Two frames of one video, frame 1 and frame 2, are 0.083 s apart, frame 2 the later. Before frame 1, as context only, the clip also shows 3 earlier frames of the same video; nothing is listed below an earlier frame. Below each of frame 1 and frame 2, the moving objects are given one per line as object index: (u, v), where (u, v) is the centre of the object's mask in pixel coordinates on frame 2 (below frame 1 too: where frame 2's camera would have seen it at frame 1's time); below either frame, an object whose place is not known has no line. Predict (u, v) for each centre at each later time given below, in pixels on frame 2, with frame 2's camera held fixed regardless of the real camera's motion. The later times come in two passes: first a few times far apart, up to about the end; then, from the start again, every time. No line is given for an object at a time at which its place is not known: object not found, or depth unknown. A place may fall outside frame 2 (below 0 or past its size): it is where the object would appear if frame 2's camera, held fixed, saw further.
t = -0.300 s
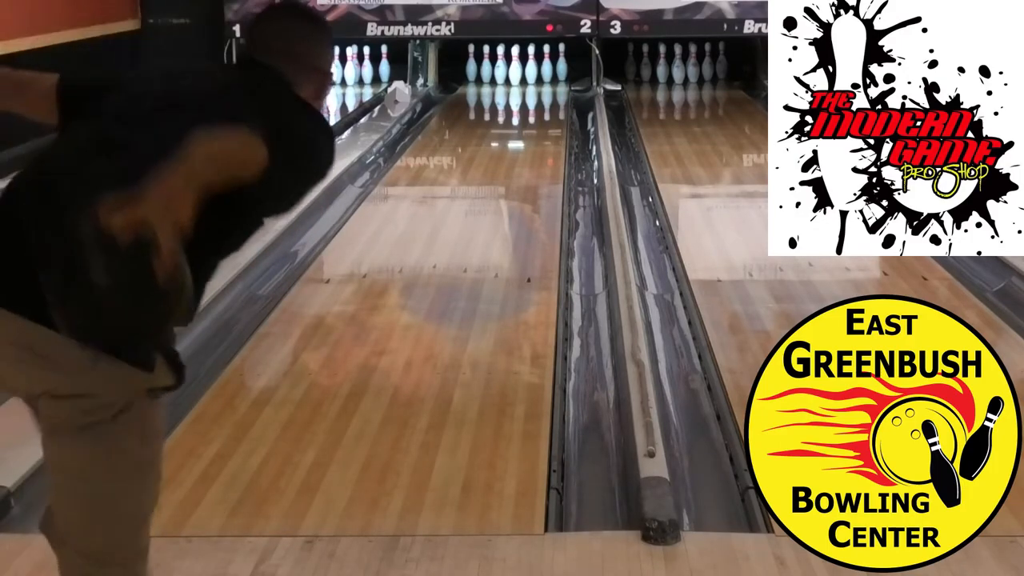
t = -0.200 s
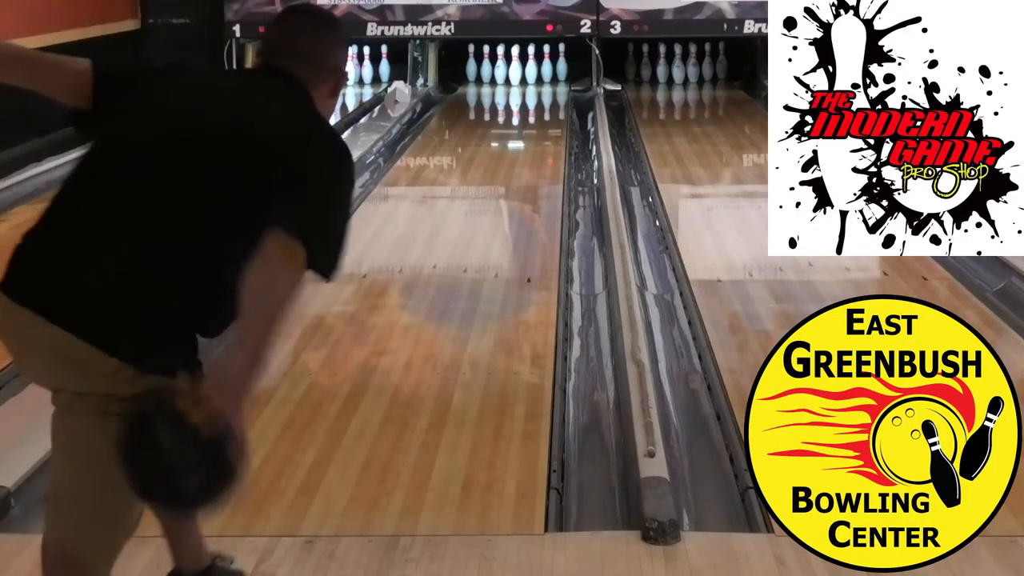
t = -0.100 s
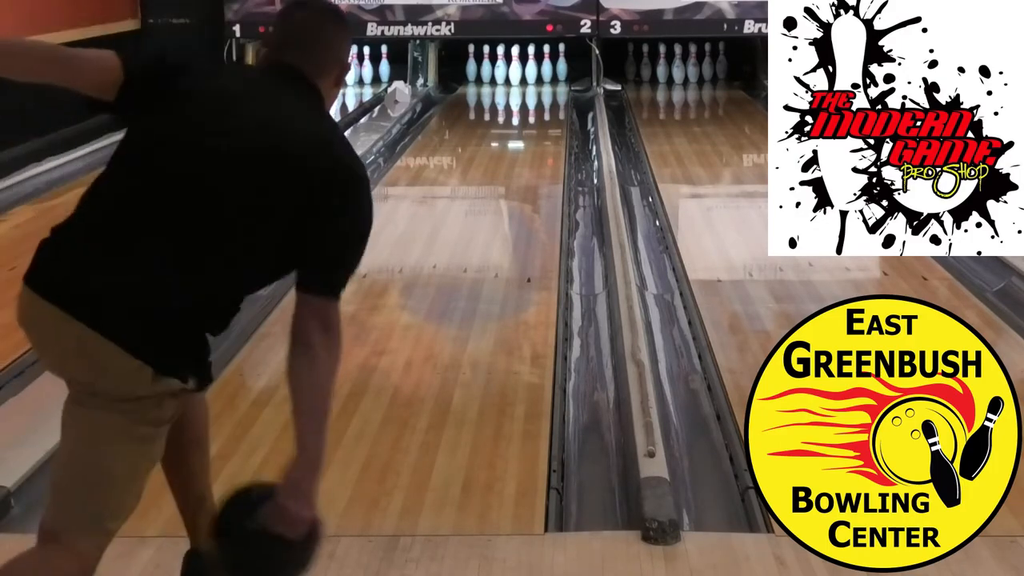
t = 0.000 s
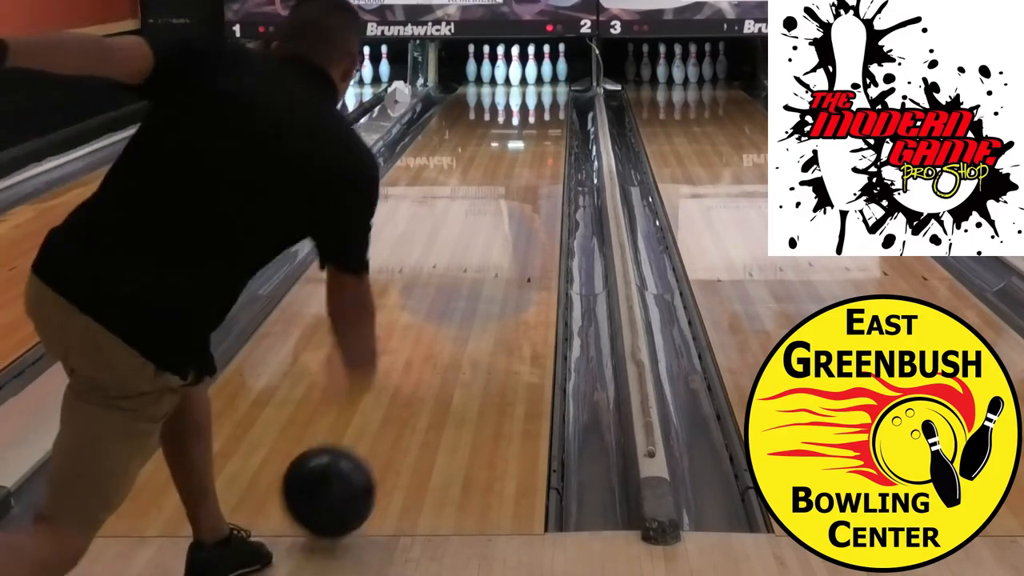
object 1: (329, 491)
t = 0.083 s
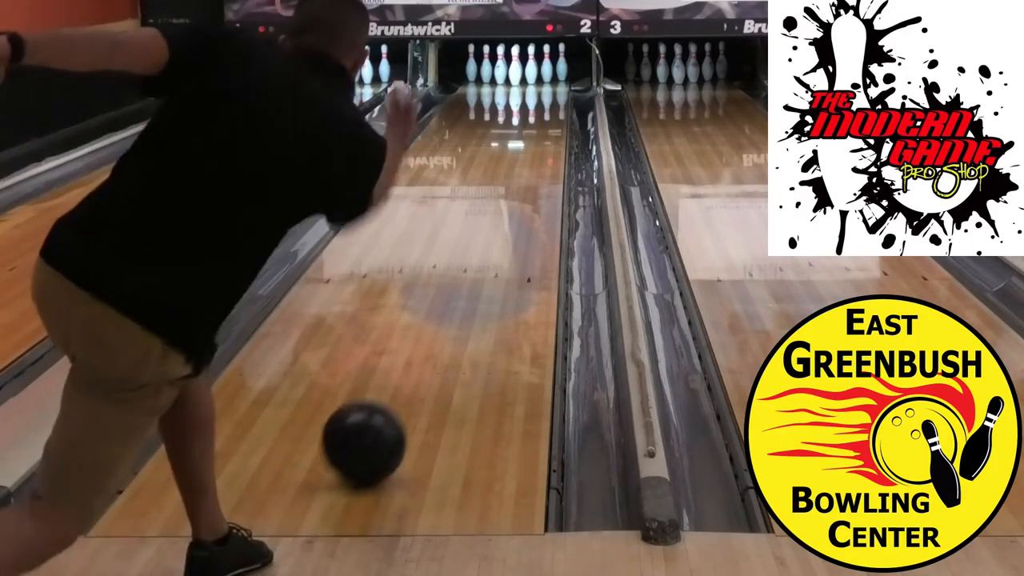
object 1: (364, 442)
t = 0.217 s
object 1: (407, 375)
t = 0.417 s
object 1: (452, 300)
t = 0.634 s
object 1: (485, 244)
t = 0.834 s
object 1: (507, 206)
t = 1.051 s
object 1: (524, 176)
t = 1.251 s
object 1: (536, 153)
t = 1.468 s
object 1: (546, 133)
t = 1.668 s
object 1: (551, 118)
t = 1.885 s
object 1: (551, 105)
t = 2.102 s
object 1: (546, 95)
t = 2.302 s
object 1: (536, 87)
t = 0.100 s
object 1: (370, 434)
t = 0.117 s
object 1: (376, 425)
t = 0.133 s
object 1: (382, 415)
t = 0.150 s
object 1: (387, 406)
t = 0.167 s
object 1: (393, 398)
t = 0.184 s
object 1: (397, 390)
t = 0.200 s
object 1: (402, 382)
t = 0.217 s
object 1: (407, 375)
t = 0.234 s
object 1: (411, 367)
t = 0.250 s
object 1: (416, 360)
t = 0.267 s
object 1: (420, 353)
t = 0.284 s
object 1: (424, 346)
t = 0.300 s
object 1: (428, 340)
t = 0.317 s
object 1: (432, 333)
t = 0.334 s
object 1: (436, 327)
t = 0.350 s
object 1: (439, 322)
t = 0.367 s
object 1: (443, 316)
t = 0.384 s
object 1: (446, 310)
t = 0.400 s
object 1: (449, 305)
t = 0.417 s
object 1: (452, 300)
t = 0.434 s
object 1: (455, 295)
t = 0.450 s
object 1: (458, 290)
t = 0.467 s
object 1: (461, 285)
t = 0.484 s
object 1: (463, 281)
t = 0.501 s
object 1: (466, 276)
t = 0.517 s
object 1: (469, 272)
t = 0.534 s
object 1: (471, 268)
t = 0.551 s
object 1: (474, 264)
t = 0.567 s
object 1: (476, 260)
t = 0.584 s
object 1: (479, 256)
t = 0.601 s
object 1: (481, 252)
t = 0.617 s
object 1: (483, 248)
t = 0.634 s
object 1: (485, 244)
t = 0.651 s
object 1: (487, 241)
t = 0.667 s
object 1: (489, 237)
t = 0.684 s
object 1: (491, 234)
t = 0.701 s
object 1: (493, 230)
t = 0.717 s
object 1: (495, 227)
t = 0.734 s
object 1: (497, 224)
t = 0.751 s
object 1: (499, 221)
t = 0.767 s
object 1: (500, 218)
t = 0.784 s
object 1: (502, 215)
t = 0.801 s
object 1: (504, 212)
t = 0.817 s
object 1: (505, 209)
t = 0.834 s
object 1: (507, 206)
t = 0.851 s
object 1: (508, 204)
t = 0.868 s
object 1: (510, 201)
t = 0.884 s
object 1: (511, 198)
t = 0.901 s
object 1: (513, 196)
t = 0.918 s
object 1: (514, 193)
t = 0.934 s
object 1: (515, 191)
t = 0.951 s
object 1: (517, 189)
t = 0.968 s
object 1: (518, 186)
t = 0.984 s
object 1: (519, 184)
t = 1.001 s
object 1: (521, 182)
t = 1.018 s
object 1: (522, 180)
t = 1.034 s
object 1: (523, 178)
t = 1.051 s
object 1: (524, 176)
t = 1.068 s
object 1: (525, 174)
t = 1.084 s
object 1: (526, 172)
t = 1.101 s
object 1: (527, 170)
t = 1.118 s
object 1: (528, 167)
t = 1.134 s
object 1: (529, 165)
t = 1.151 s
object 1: (530, 163)
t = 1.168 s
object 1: (532, 162)
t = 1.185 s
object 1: (532, 160)
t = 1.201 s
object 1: (533, 158)
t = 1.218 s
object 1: (534, 156)
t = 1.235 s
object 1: (535, 154)
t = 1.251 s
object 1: (536, 153)
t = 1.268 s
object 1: (537, 151)
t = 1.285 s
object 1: (538, 149)
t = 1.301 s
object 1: (538, 148)
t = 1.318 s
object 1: (539, 146)
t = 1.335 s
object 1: (540, 145)
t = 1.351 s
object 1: (541, 143)
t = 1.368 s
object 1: (542, 142)
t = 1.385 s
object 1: (542, 140)
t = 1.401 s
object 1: (543, 139)
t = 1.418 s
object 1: (544, 137)
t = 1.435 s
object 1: (544, 136)
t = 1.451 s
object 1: (545, 134)
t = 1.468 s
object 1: (546, 133)
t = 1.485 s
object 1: (546, 131)
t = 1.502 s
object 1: (547, 130)
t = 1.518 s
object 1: (547, 129)
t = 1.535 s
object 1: (548, 127)
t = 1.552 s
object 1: (549, 126)
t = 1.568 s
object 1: (549, 125)
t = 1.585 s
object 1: (550, 124)
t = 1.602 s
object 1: (550, 122)
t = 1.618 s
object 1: (550, 122)
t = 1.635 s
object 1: (550, 121)
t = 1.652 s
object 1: (551, 119)
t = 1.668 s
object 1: (551, 118)
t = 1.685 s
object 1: (551, 117)
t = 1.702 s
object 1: (551, 116)
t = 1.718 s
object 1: (551, 115)
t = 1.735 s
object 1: (551, 114)
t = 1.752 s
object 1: (552, 113)
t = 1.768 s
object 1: (552, 112)
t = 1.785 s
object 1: (552, 110)
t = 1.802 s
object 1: (552, 109)
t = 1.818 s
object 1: (552, 108)
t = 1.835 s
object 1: (552, 108)
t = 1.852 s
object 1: (552, 107)
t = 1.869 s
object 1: (552, 106)
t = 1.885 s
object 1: (551, 105)
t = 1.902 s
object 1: (551, 104)
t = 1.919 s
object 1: (551, 103)
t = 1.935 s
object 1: (551, 102)
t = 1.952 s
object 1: (550, 102)
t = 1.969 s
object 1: (550, 101)
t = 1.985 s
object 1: (549, 100)
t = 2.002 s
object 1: (549, 99)
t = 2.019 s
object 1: (548, 99)
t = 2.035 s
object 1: (548, 98)
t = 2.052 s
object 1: (547, 97)
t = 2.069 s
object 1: (547, 97)
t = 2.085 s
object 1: (546, 96)
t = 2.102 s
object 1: (546, 95)
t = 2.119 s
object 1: (545, 94)
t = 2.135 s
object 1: (545, 94)
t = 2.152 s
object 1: (544, 93)
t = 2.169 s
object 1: (543, 92)
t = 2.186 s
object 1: (542, 91)
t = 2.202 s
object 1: (542, 91)
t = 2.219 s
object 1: (541, 90)
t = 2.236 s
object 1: (540, 89)
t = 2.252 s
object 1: (539, 89)
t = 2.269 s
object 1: (538, 88)
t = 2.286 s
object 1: (537, 87)
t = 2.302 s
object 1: (536, 87)
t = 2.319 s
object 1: (535, 86)
